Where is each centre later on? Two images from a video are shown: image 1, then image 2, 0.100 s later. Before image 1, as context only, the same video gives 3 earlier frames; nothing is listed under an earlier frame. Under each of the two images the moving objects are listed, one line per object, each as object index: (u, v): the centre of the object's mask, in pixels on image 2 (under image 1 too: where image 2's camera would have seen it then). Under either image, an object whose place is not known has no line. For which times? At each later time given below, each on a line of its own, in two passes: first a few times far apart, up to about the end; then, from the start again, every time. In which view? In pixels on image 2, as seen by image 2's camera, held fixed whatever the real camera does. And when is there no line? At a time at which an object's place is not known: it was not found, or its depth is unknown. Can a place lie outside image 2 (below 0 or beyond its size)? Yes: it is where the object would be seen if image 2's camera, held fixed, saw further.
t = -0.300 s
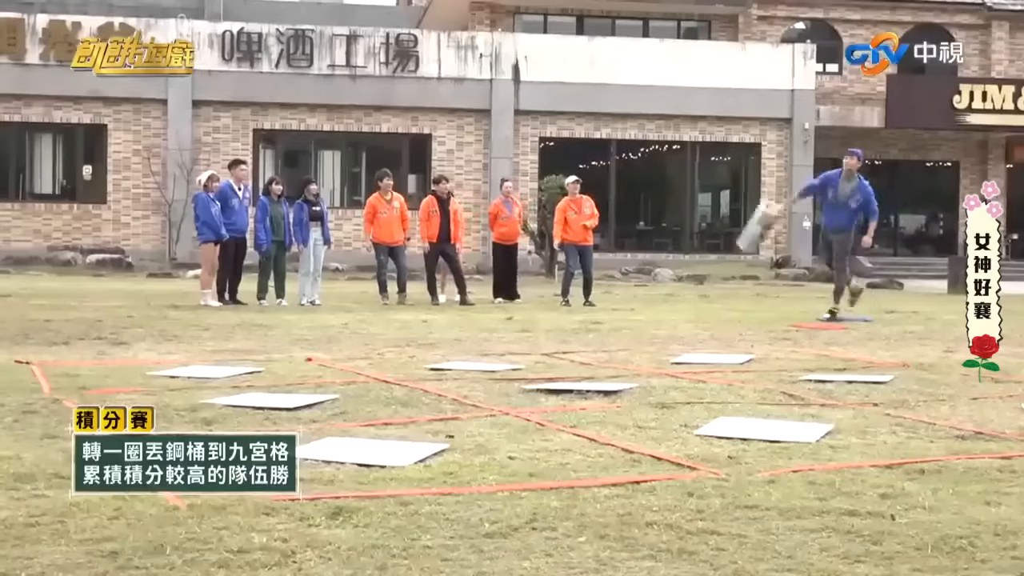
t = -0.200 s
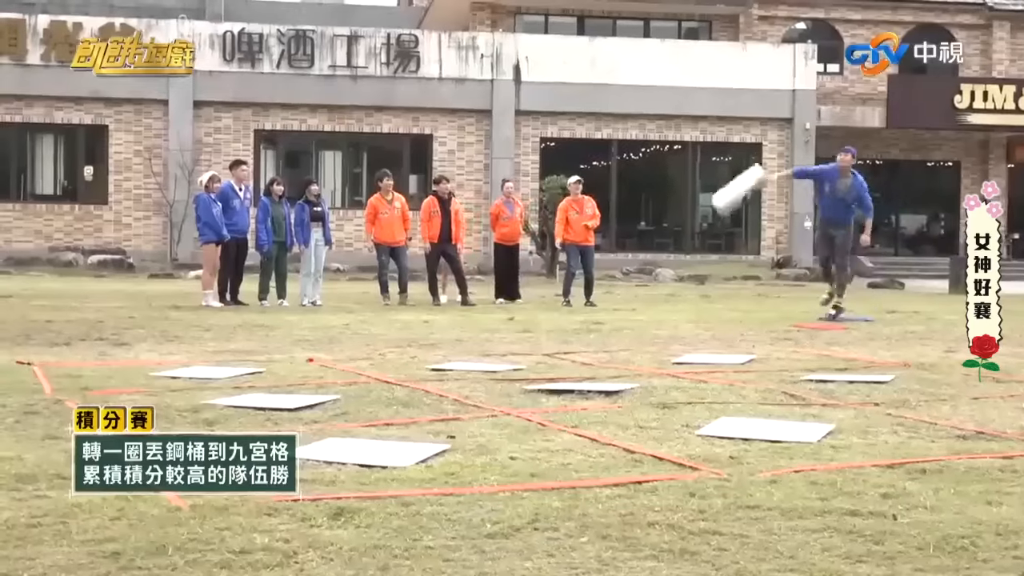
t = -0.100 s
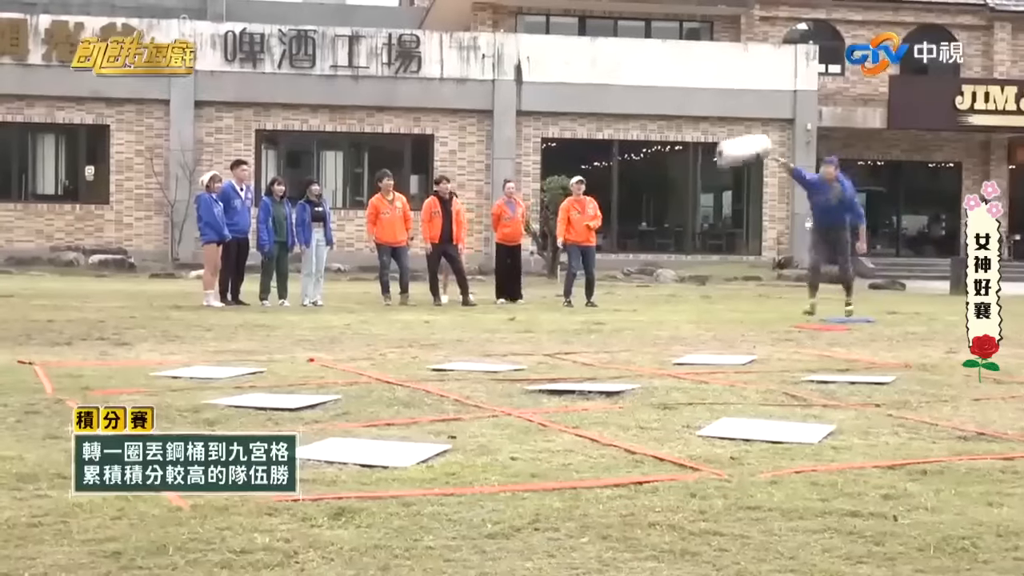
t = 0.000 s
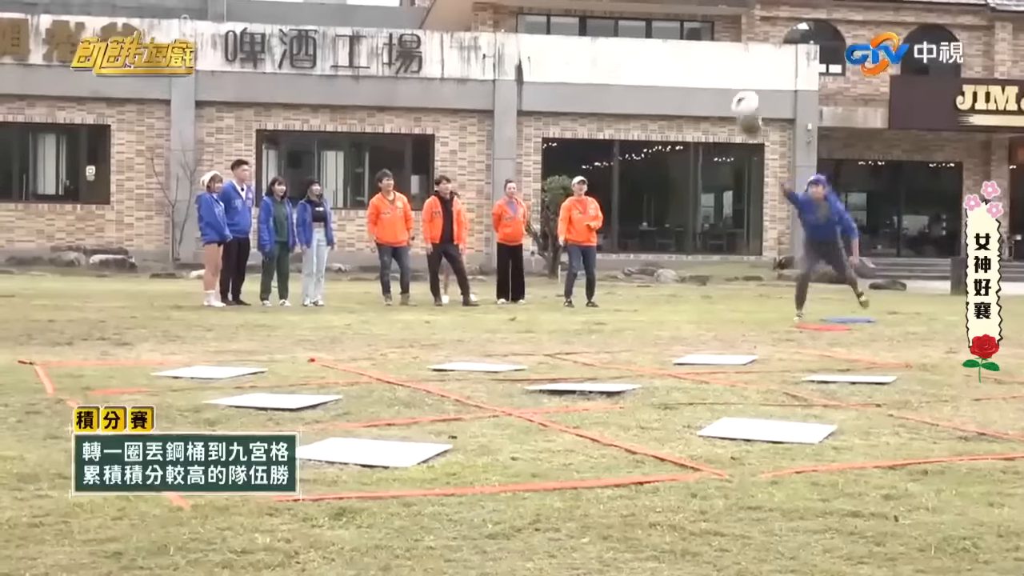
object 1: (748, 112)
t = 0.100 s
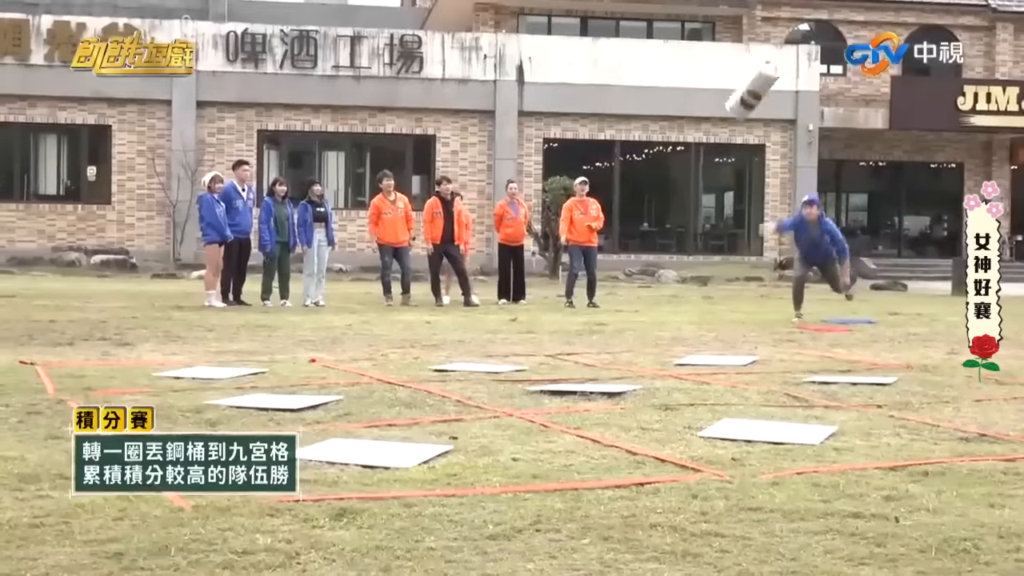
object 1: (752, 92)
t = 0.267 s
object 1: (761, 65)
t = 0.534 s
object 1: (770, 95)
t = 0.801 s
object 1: (786, 237)
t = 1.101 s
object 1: (822, 339)
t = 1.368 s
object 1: (849, 370)
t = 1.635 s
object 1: (910, 404)
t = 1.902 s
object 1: (987, 421)
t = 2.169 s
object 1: (1028, 434)
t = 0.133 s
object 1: (752, 87)
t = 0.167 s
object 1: (757, 78)
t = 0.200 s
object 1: (760, 70)
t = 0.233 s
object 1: (760, 67)
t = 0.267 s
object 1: (761, 65)
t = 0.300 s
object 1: (759, 64)
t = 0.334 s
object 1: (762, 63)
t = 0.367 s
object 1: (764, 63)
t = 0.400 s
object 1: (765, 65)
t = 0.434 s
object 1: (768, 68)
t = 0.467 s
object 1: (770, 75)
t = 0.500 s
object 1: (771, 83)
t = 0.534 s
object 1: (770, 95)
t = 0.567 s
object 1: (772, 103)
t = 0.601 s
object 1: (776, 114)
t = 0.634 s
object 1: (777, 129)
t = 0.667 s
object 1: (779, 146)
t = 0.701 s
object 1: (781, 165)
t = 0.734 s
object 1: (783, 188)
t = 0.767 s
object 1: (782, 213)
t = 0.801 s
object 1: (786, 237)
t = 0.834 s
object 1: (788, 267)
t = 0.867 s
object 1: (791, 301)
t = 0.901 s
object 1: (792, 341)
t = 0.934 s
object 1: (799, 357)
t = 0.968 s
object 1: (805, 369)
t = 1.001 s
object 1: (810, 360)
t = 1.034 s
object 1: (814, 351)
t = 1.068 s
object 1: (819, 345)
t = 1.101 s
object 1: (822, 339)
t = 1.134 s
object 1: (825, 336)
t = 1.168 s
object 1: (829, 335)
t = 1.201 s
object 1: (831, 335)
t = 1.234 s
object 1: (835, 336)
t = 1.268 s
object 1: (838, 340)
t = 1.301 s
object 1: (842, 347)
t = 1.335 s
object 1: (846, 356)
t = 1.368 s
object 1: (849, 370)
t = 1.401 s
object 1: (853, 387)
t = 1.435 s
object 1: (860, 401)
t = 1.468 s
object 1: (867, 398)
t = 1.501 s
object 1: (876, 394)
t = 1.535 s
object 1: (883, 393)
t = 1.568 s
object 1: (892, 394)
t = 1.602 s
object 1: (902, 398)
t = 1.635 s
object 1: (910, 404)
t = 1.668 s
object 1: (920, 413)
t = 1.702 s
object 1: (929, 414)
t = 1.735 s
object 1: (940, 413)
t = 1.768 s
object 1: (951, 413)
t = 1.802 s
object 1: (962, 414)
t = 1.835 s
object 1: (971, 418)
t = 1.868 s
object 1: (981, 421)
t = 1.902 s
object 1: (987, 421)
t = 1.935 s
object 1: (992, 422)
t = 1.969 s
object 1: (997, 424)
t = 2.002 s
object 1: (1002, 426)
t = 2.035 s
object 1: (1006, 427)
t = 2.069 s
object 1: (1011, 428)
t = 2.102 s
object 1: (1017, 431)
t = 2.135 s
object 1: (1023, 433)
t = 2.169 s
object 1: (1028, 434)
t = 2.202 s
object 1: (1036, 436)
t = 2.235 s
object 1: (1043, 437)
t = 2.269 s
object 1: (1052, 440)
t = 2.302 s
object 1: (1062, 441)
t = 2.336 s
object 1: (1072, 441)
